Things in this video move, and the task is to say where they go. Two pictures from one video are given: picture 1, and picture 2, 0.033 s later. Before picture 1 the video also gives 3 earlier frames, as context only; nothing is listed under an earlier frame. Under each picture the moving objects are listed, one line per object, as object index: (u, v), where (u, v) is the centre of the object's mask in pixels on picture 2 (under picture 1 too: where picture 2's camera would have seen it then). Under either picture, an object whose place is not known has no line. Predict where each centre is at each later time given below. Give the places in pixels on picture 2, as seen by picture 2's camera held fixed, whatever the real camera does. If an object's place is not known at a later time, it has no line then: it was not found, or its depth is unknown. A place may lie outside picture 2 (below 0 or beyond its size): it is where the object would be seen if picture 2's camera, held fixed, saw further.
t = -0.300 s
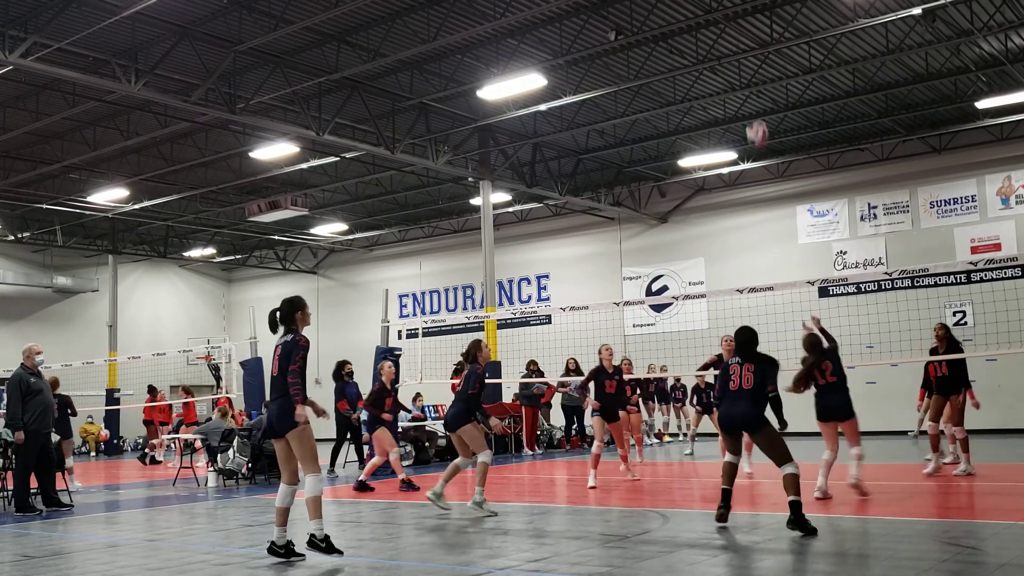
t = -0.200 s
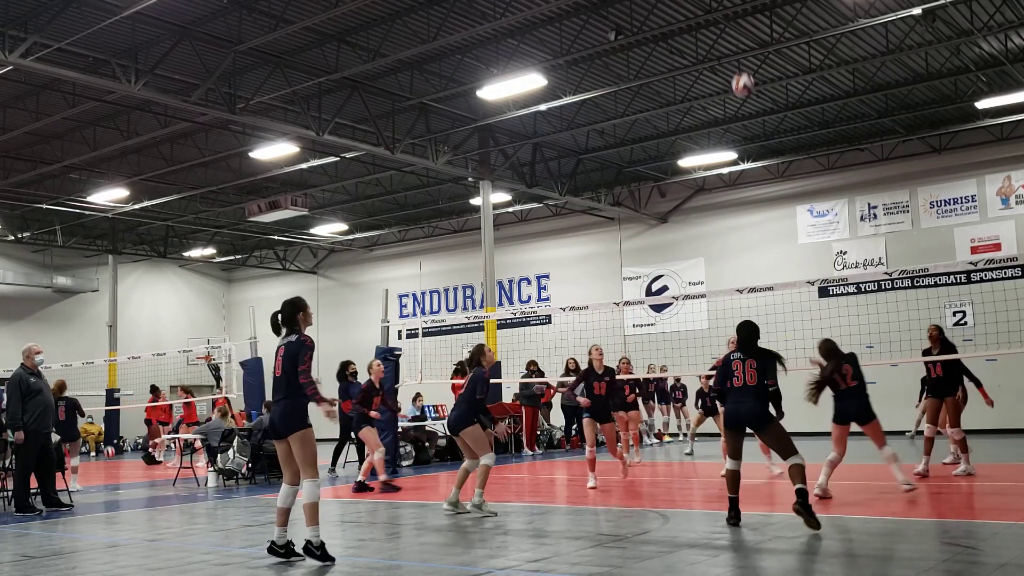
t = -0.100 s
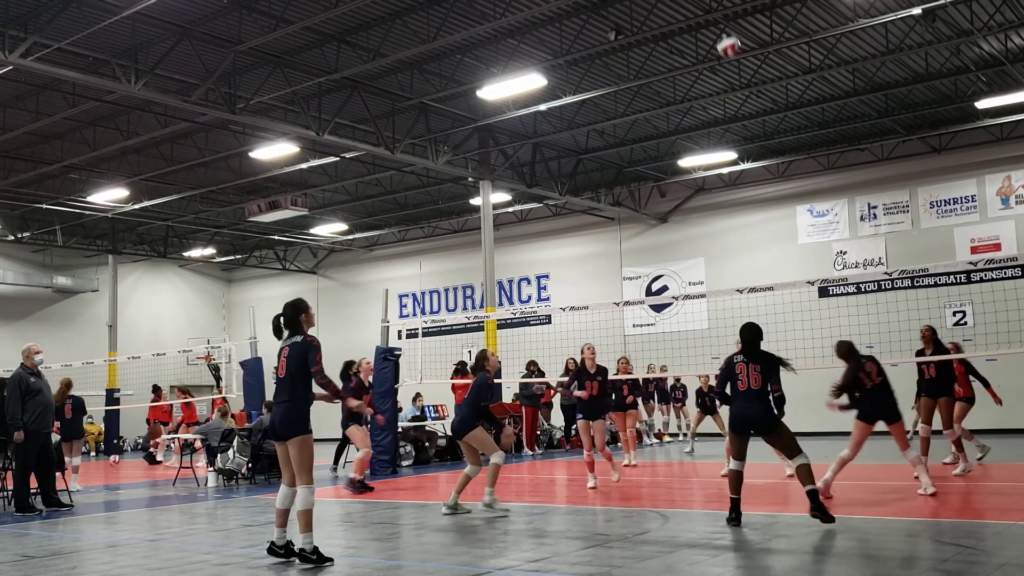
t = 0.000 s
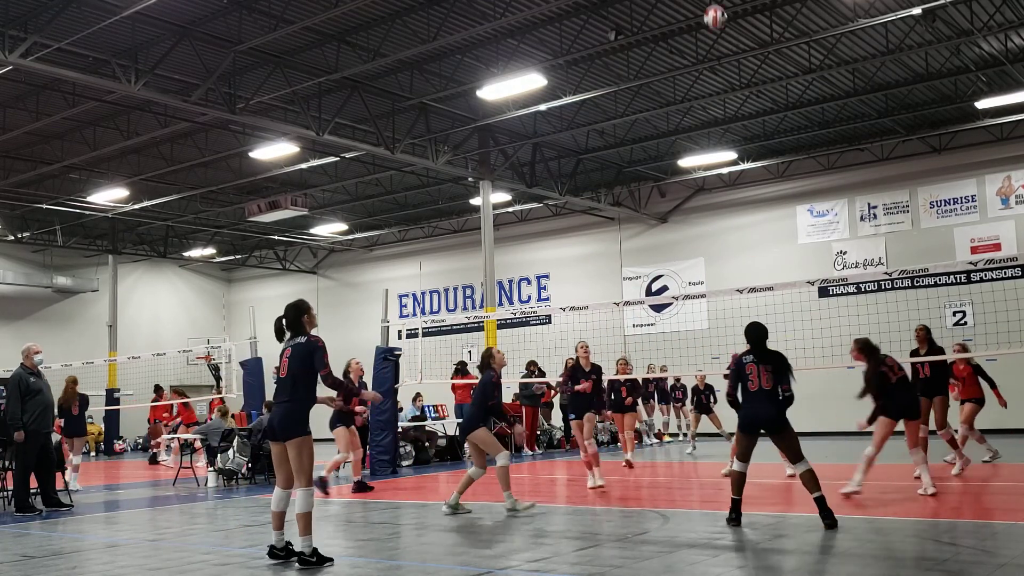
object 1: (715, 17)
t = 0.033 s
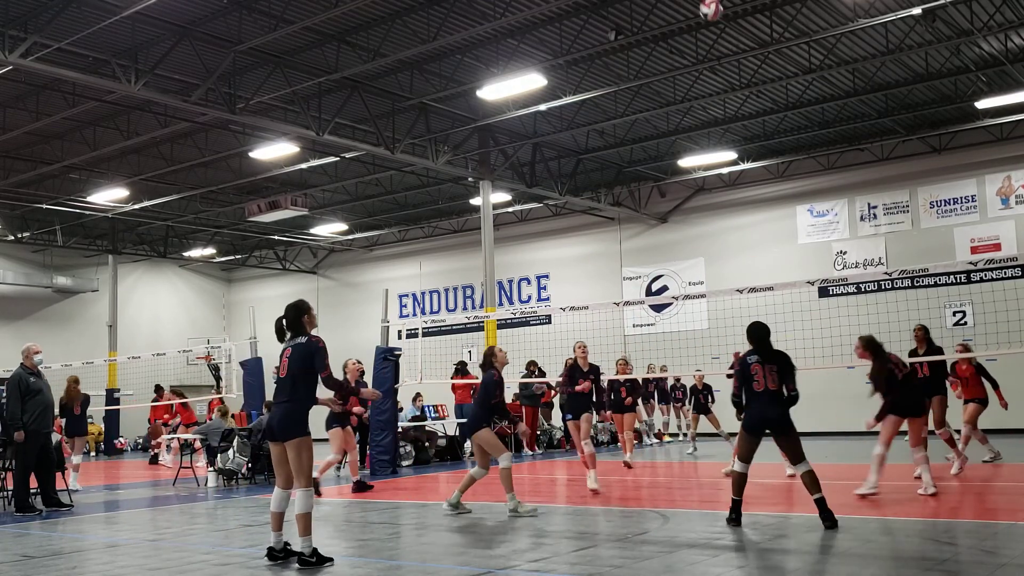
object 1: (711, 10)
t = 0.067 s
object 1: (706, 7)
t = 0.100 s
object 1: (704, 4)
